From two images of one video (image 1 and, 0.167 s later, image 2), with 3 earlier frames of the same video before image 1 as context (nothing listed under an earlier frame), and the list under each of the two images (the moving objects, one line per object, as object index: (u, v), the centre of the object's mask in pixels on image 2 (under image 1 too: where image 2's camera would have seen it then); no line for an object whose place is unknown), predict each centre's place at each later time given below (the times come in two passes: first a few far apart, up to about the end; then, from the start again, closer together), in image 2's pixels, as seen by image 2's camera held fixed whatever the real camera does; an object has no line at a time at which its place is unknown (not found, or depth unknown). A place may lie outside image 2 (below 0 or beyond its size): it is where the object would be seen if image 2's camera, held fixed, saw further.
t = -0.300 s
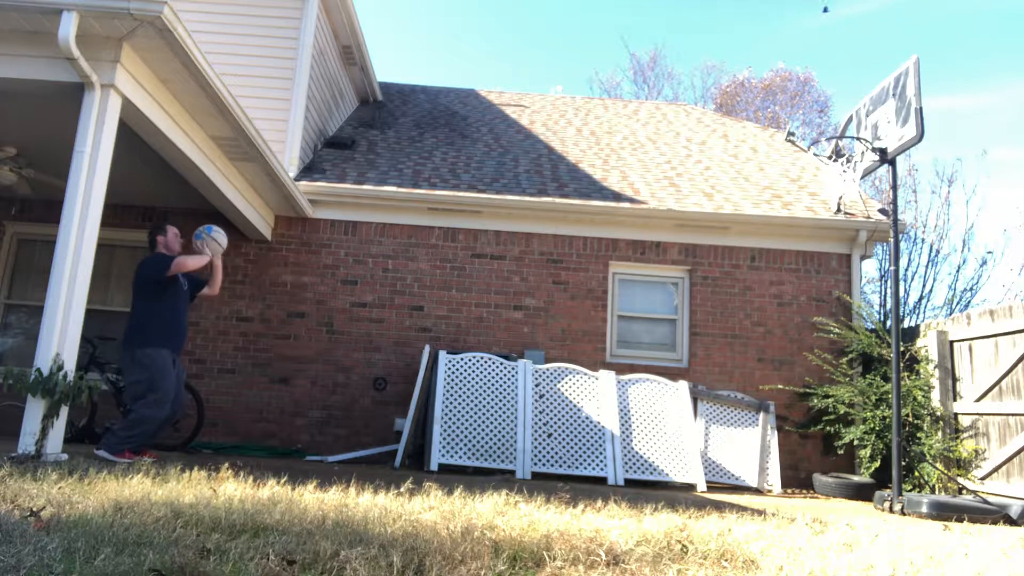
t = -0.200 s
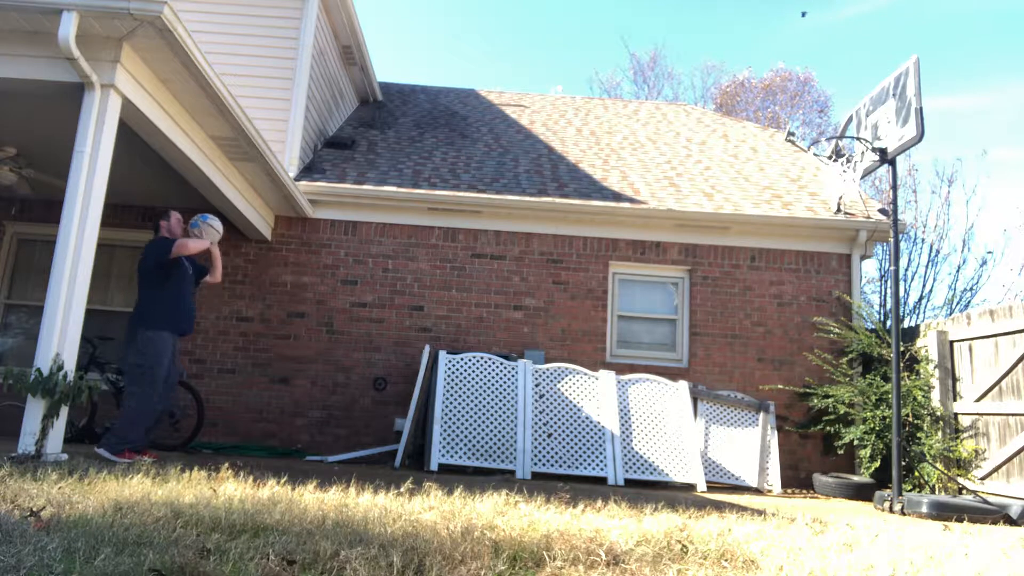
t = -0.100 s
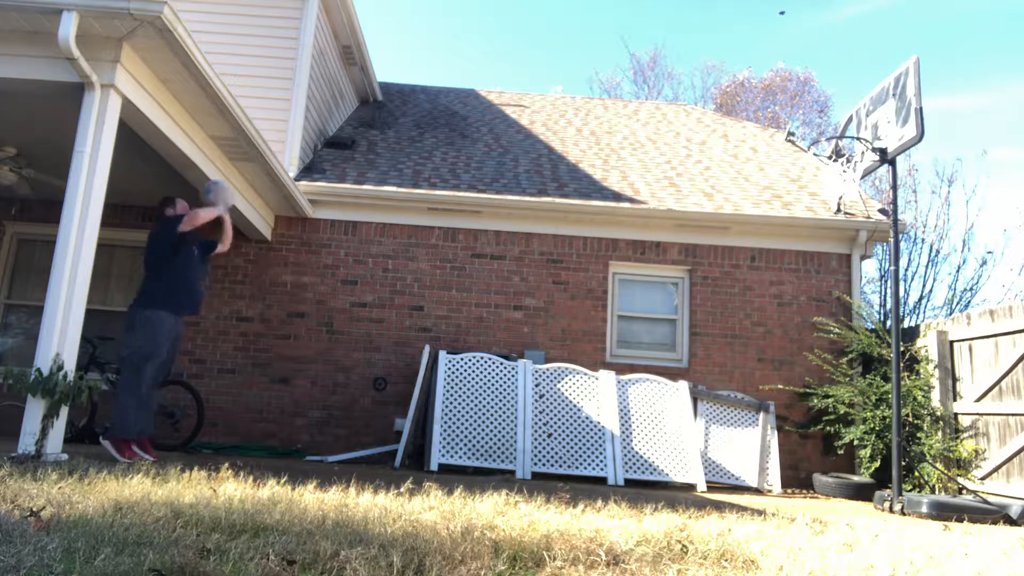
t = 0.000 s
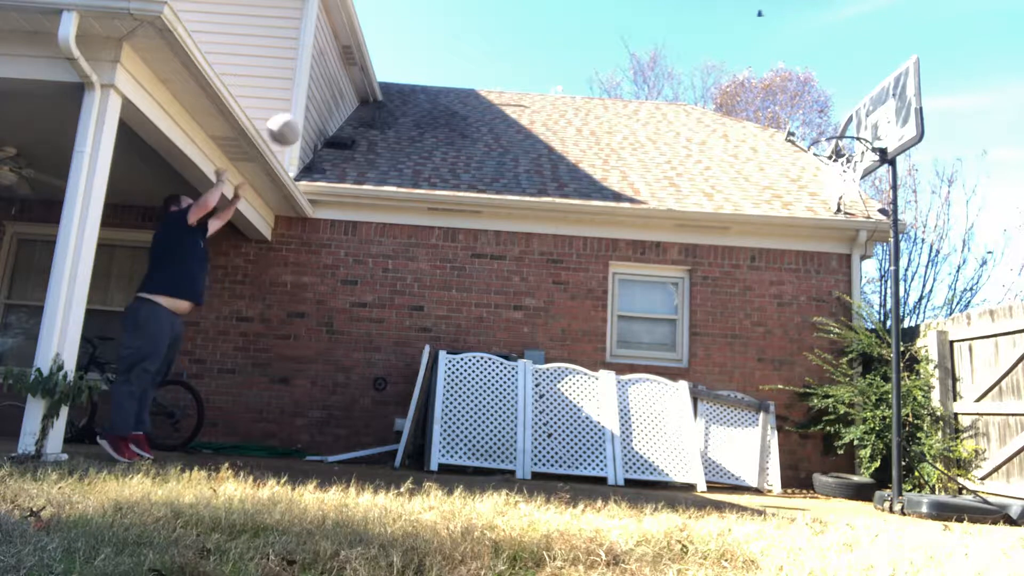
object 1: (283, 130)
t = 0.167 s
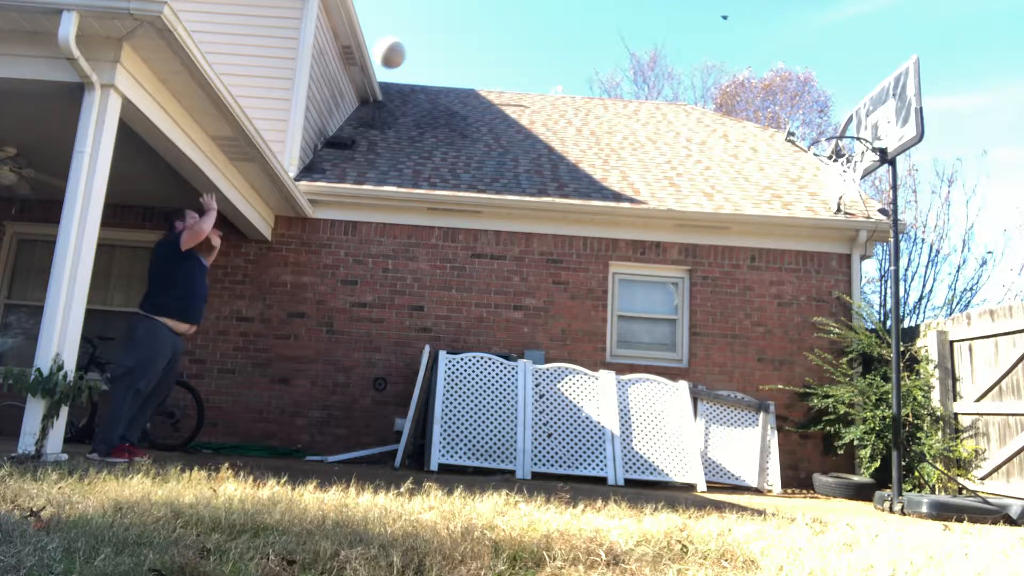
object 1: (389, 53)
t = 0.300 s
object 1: (466, 16)
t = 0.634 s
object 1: (638, 10)
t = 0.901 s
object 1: (767, 84)
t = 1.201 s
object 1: (864, 173)
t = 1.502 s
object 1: (879, 254)
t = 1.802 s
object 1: (904, 495)
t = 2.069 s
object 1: (877, 329)
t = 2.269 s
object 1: (855, 254)
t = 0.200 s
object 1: (409, 41)
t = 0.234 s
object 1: (428, 32)
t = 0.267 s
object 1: (447, 23)
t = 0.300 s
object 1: (466, 16)
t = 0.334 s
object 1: (484, 12)
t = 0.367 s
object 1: (502, 9)
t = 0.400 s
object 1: (520, 7)
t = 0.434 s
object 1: (538, 6)
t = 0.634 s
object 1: (638, 10)
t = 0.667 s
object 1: (654, 13)
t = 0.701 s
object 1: (671, 19)
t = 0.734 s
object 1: (687, 27)
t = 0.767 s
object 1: (703, 36)
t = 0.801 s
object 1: (719, 46)
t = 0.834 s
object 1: (735, 58)
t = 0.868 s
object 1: (751, 70)
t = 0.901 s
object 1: (767, 84)
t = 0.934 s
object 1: (783, 100)
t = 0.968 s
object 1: (799, 117)
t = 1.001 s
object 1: (813, 132)
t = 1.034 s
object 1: (834, 149)
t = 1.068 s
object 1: (849, 160)
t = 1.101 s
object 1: (863, 166)
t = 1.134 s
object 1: (864, 170)
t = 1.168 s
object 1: (865, 169)
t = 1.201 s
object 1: (864, 173)
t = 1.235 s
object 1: (865, 175)
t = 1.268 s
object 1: (868, 180)
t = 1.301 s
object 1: (870, 185)
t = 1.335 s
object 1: (871, 193)
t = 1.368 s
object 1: (871, 201)
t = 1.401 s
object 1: (872, 211)
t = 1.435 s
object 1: (875, 224)
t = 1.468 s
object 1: (876, 238)
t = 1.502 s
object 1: (879, 254)
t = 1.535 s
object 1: (880, 272)
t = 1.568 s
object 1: (882, 290)
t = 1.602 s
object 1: (885, 313)
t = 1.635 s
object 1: (888, 337)
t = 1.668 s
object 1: (891, 363)
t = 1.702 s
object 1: (893, 392)
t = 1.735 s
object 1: (897, 424)
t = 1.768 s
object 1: (901, 459)
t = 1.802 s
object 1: (904, 495)
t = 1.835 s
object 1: (903, 493)
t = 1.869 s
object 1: (900, 465)
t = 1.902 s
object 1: (896, 438)
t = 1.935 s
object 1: (892, 412)
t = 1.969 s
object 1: (888, 389)
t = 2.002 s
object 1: (884, 368)
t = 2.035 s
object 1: (881, 347)
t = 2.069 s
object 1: (877, 329)
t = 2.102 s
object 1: (873, 313)
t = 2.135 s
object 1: (869, 298)
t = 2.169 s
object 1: (865, 283)
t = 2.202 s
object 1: (862, 273)
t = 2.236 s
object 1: (859, 264)
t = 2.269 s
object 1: (855, 254)
